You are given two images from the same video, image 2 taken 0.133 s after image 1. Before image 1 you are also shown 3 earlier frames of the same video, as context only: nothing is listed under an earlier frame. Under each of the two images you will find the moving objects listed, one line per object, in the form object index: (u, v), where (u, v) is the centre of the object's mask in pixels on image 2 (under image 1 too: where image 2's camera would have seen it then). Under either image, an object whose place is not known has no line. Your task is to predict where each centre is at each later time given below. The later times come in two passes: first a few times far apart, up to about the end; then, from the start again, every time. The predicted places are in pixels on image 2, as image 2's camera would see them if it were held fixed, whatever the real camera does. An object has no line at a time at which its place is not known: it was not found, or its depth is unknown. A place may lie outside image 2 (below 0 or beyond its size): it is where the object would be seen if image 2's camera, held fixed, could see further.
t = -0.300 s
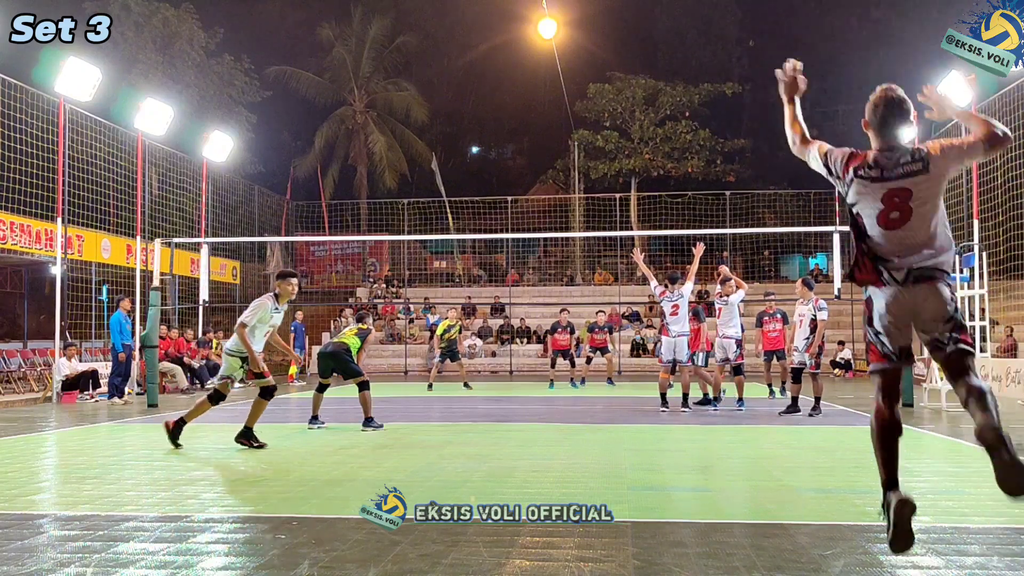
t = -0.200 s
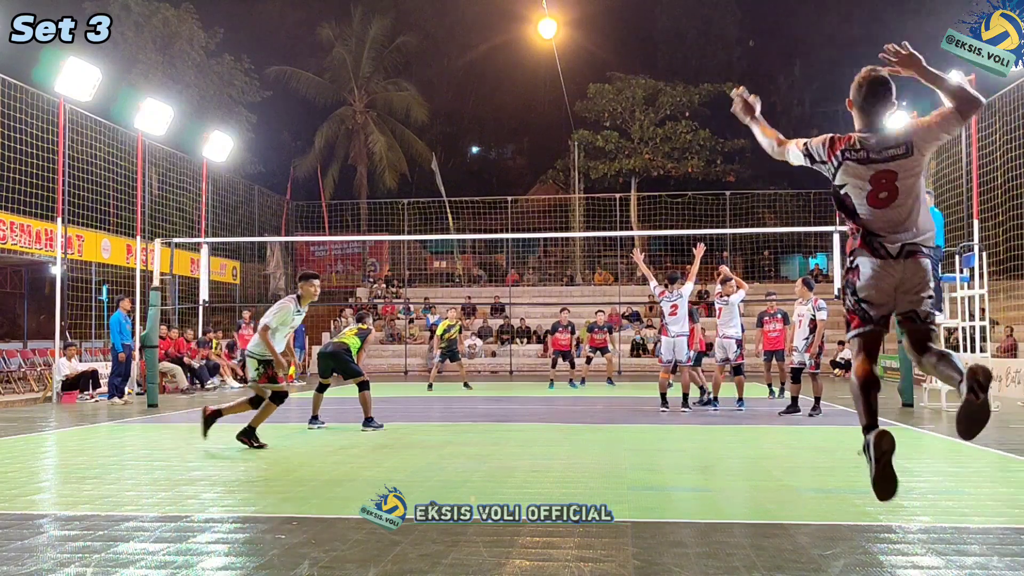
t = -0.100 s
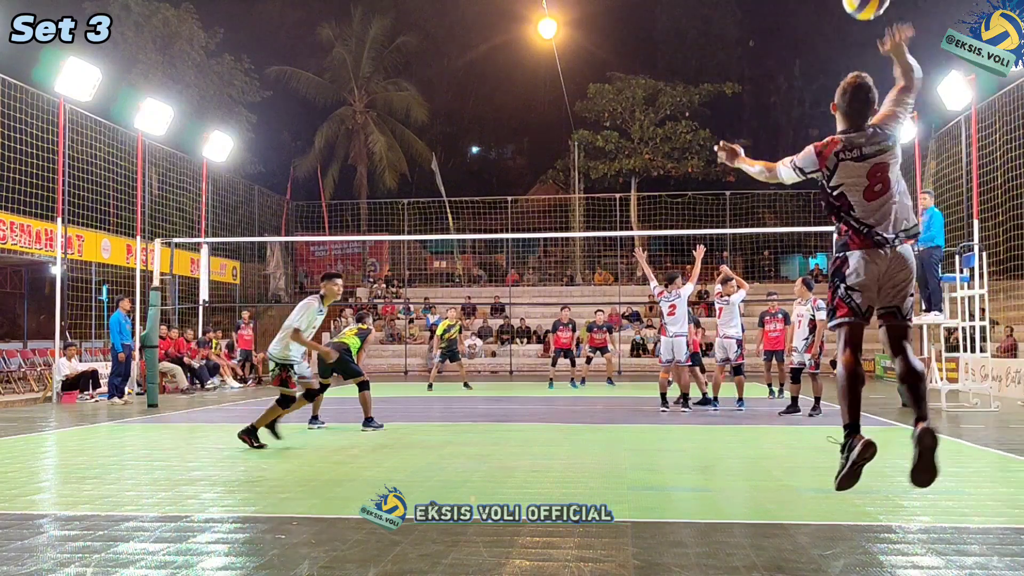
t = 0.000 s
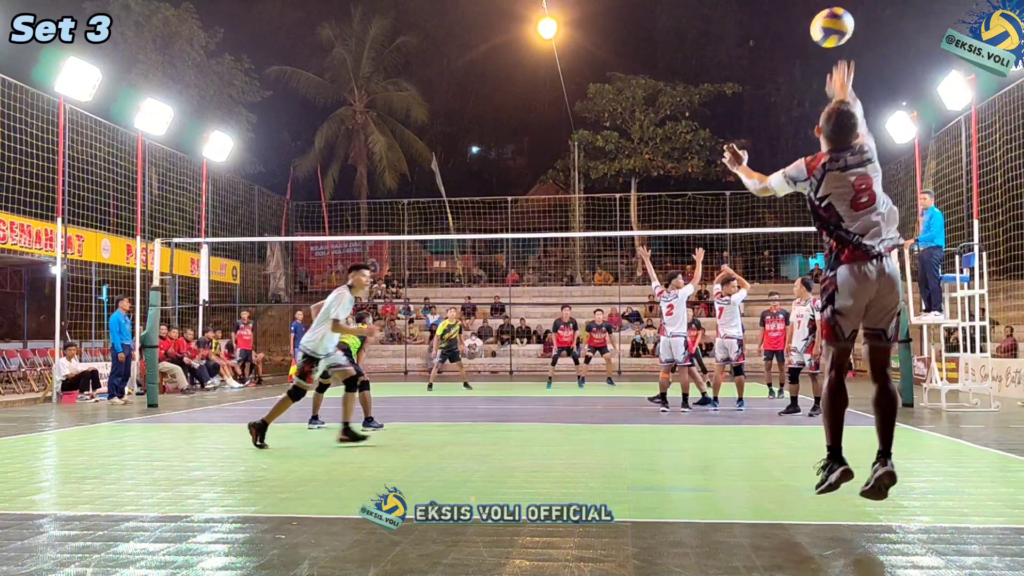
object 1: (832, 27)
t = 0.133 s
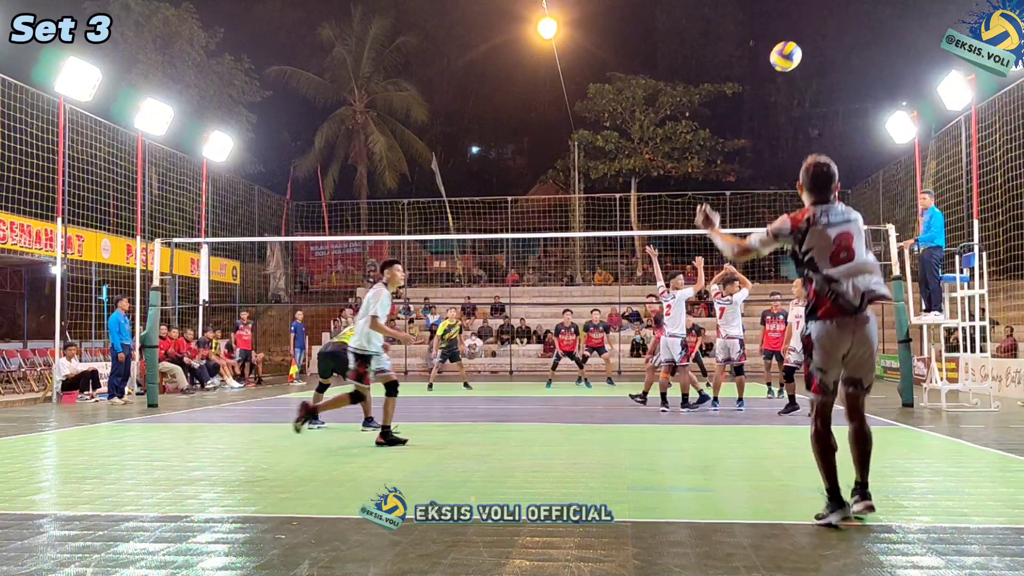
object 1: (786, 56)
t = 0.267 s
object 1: (762, 88)
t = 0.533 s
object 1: (742, 157)
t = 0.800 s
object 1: (732, 232)
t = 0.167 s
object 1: (778, 64)
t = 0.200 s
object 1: (772, 72)
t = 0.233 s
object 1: (766, 80)
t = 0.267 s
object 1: (762, 88)
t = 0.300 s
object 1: (758, 96)
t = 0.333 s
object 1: (755, 105)
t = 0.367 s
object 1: (752, 113)
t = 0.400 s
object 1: (750, 121)
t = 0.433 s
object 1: (748, 130)
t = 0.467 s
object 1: (746, 139)
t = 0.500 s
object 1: (744, 148)
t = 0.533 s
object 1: (742, 157)
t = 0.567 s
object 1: (740, 166)
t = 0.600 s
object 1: (738, 175)
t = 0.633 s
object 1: (737, 185)
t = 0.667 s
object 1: (735, 194)
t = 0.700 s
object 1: (734, 204)
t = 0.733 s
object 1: (734, 213)
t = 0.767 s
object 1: (733, 222)
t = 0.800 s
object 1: (732, 232)
